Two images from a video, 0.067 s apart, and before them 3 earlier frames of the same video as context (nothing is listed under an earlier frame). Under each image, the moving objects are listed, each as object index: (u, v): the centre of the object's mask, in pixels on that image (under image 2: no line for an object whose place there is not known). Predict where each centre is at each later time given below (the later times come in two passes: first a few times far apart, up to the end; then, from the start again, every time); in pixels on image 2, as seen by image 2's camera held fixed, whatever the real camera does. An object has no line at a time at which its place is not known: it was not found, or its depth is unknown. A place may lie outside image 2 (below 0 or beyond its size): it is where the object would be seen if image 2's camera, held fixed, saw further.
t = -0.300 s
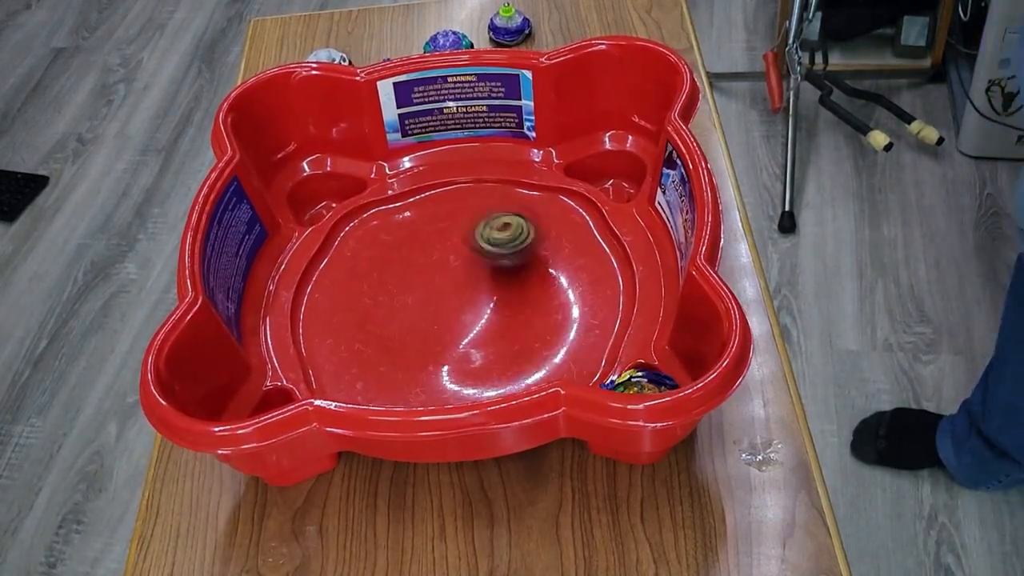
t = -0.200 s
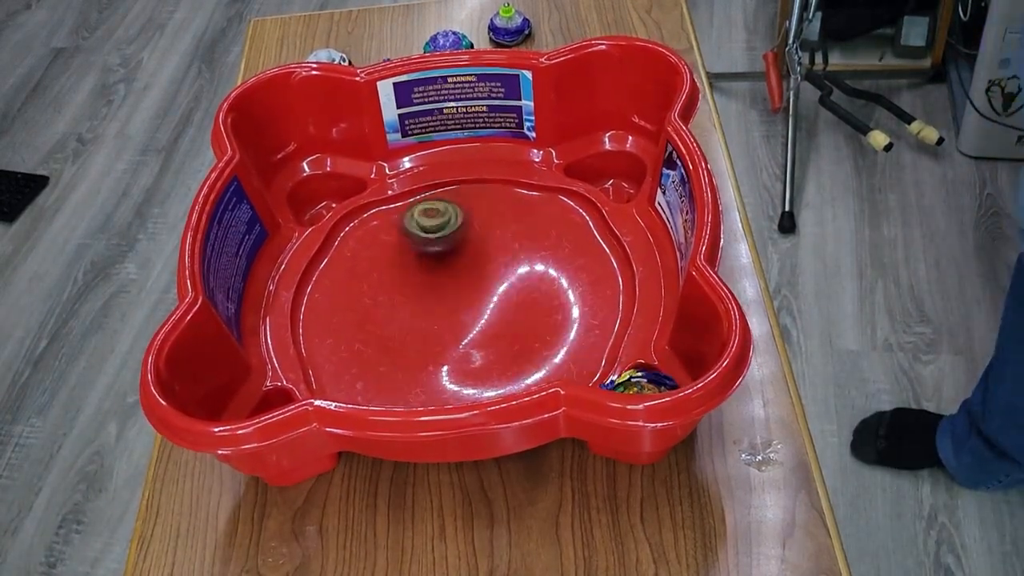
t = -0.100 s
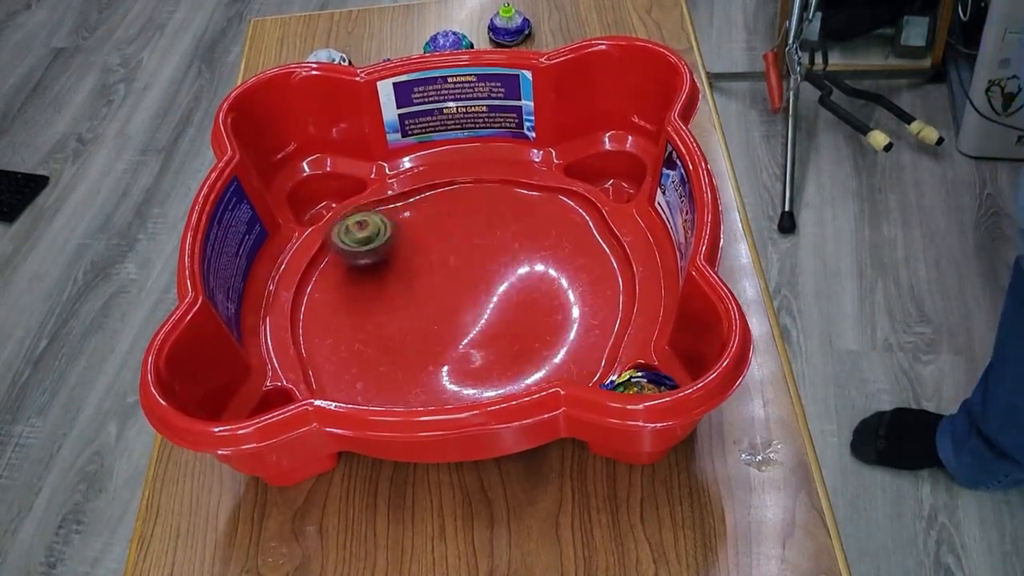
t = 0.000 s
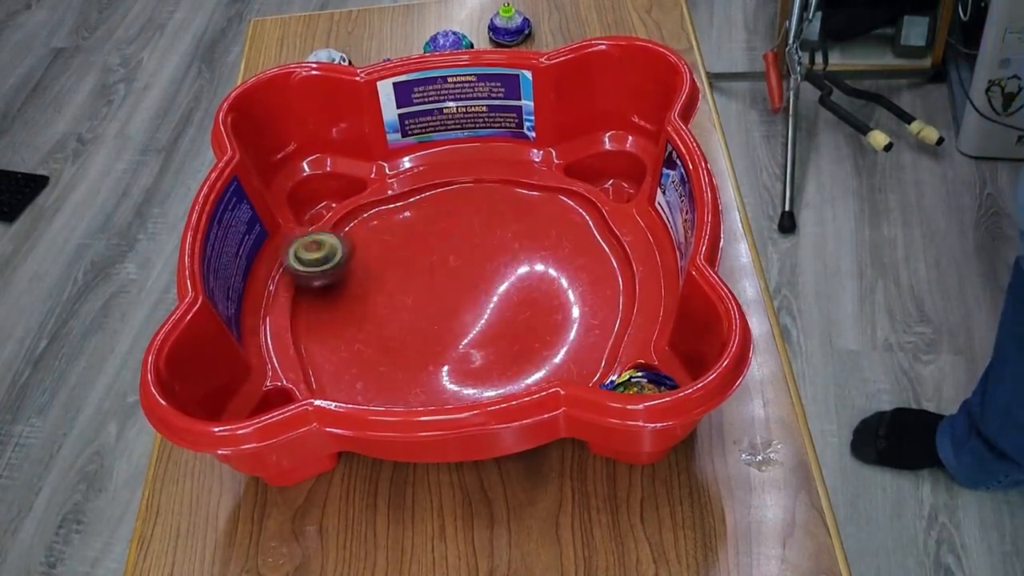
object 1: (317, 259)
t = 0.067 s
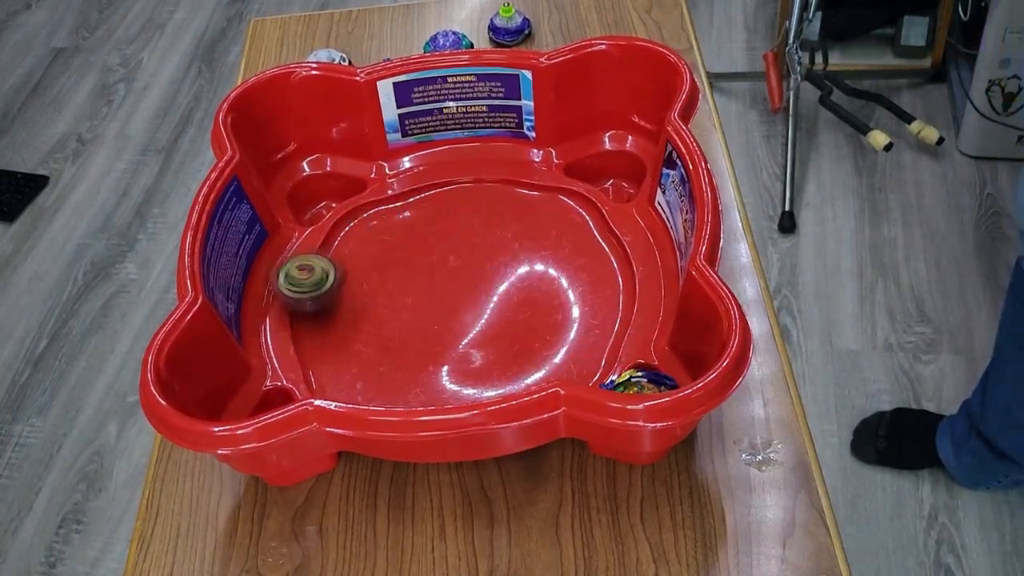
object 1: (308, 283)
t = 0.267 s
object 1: (322, 340)
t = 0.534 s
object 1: (418, 366)
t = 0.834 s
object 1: (556, 257)
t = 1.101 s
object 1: (488, 179)
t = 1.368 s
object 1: (388, 206)
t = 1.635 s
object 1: (362, 290)
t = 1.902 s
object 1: (496, 359)
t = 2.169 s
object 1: (607, 298)
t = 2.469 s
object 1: (578, 236)
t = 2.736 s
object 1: (467, 228)
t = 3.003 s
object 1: (360, 317)
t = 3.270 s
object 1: (388, 382)
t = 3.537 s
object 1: (467, 378)
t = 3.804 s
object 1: (531, 301)
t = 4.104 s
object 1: (429, 221)
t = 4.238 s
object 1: (382, 224)
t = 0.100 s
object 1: (307, 296)
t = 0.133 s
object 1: (307, 306)
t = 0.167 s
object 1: (309, 315)
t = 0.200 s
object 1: (312, 325)
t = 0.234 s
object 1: (316, 333)
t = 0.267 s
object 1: (322, 340)
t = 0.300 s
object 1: (328, 347)
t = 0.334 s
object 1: (338, 352)
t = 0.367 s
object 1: (348, 357)
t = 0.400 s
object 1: (357, 360)
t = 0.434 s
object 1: (371, 364)
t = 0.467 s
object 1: (384, 366)
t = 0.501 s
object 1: (401, 367)
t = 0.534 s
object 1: (418, 366)
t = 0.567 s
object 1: (437, 363)
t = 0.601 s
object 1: (459, 359)
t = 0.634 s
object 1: (481, 355)
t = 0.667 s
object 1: (503, 343)
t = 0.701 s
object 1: (524, 329)
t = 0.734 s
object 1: (539, 313)
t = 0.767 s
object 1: (552, 294)
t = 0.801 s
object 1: (557, 275)
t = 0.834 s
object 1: (556, 257)
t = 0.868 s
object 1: (553, 240)
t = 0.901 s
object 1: (546, 225)
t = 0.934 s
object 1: (537, 212)
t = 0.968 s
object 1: (529, 202)
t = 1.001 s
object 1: (519, 194)
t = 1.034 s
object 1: (510, 188)
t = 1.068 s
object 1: (499, 182)
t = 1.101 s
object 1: (488, 179)
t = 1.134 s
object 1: (477, 177)
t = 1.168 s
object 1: (462, 177)
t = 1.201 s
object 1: (445, 180)
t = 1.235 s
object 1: (429, 184)
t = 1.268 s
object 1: (415, 189)
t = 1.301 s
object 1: (405, 194)
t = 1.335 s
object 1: (395, 200)
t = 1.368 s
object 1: (388, 206)
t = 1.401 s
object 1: (382, 214)
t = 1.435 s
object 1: (376, 222)
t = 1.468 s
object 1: (372, 230)
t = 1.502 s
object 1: (367, 240)
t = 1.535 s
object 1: (364, 250)
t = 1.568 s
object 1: (362, 262)
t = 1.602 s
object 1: (361, 275)
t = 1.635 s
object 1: (362, 290)
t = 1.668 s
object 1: (366, 306)
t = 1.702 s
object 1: (376, 321)
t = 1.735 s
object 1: (389, 334)
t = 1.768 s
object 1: (407, 346)
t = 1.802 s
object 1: (425, 353)
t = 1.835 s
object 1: (449, 359)
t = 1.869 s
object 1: (472, 360)
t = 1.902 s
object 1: (496, 359)
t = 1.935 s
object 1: (518, 352)
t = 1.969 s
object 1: (538, 349)
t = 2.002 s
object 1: (557, 341)
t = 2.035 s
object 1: (573, 333)
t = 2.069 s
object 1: (584, 325)
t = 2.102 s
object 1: (594, 316)
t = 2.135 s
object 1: (601, 307)
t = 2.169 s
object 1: (607, 298)
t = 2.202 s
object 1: (611, 289)
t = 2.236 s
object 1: (612, 282)
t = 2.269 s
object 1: (611, 272)
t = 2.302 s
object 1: (608, 265)
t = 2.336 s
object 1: (604, 258)
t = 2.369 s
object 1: (600, 252)
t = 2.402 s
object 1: (594, 246)
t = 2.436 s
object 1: (587, 240)
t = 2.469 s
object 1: (578, 236)
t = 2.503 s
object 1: (570, 232)
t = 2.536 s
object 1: (560, 229)
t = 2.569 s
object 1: (551, 226)
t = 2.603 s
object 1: (536, 225)
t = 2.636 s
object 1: (523, 223)
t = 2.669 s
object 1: (506, 223)
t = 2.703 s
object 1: (487, 224)
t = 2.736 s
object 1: (467, 228)
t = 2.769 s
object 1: (446, 234)
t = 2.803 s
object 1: (427, 241)
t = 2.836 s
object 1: (409, 251)
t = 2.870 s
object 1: (394, 263)
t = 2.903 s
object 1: (380, 275)
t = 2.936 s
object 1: (371, 288)
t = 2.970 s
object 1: (363, 302)
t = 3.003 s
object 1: (360, 317)
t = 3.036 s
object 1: (358, 331)
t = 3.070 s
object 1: (359, 343)
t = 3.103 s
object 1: (359, 355)
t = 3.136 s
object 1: (361, 364)
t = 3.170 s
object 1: (367, 372)
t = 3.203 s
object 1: (373, 375)
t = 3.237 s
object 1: (381, 379)
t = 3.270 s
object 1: (388, 382)
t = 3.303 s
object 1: (397, 384)
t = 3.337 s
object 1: (406, 386)
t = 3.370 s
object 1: (417, 386)
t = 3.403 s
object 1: (426, 386)
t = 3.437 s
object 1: (437, 385)
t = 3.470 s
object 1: (447, 383)
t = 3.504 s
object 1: (458, 381)
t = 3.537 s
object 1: (467, 378)
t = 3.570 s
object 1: (475, 374)
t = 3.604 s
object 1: (486, 368)
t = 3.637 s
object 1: (496, 363)
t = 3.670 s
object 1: (503, 353)
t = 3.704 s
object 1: (513, 344)
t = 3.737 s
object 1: (521, 332)
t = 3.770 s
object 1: (528, 317)
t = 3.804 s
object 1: (531, 301)
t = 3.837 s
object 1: (530, 286)
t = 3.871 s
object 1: (526, 273)
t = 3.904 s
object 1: (519, 259)
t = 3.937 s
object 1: (507, 248)
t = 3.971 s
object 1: (494, 239)
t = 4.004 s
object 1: (479, 232)
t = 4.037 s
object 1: (463, 226)
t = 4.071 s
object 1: (446, 223)
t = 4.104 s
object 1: (429, 221)
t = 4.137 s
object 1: (414, 221)
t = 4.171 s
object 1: (401, 221)
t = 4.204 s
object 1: (391, 222)
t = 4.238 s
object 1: (382, 224)
